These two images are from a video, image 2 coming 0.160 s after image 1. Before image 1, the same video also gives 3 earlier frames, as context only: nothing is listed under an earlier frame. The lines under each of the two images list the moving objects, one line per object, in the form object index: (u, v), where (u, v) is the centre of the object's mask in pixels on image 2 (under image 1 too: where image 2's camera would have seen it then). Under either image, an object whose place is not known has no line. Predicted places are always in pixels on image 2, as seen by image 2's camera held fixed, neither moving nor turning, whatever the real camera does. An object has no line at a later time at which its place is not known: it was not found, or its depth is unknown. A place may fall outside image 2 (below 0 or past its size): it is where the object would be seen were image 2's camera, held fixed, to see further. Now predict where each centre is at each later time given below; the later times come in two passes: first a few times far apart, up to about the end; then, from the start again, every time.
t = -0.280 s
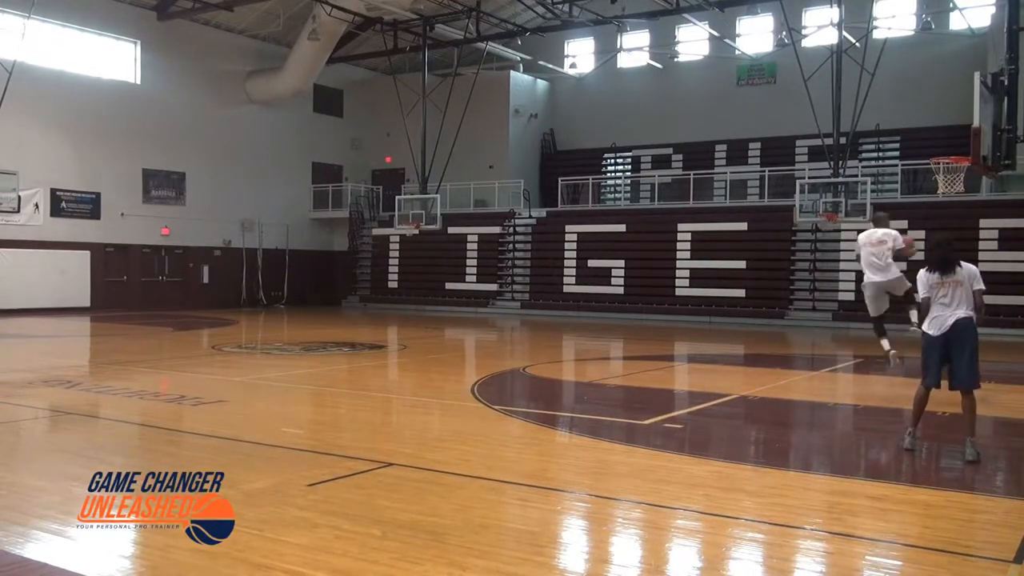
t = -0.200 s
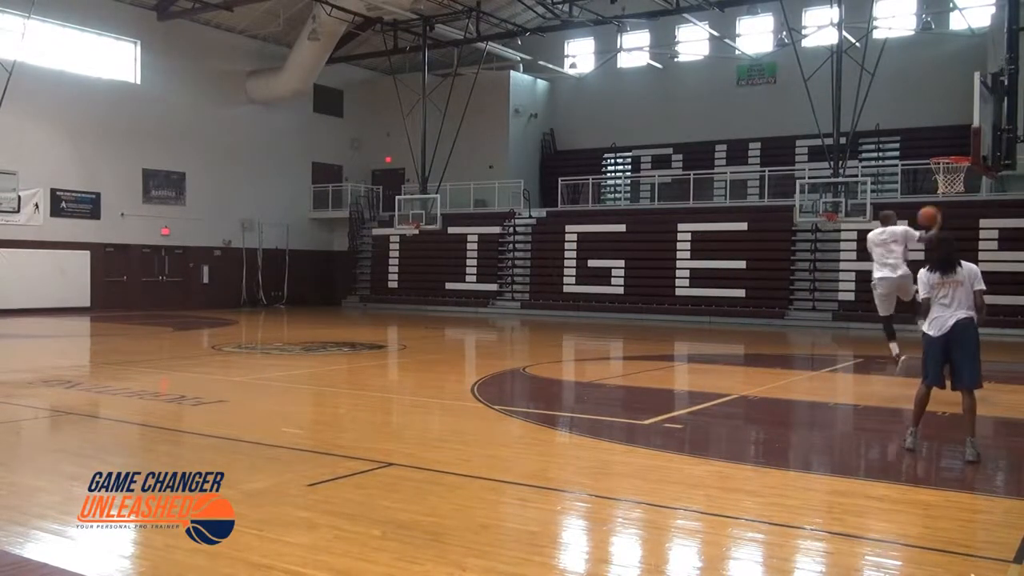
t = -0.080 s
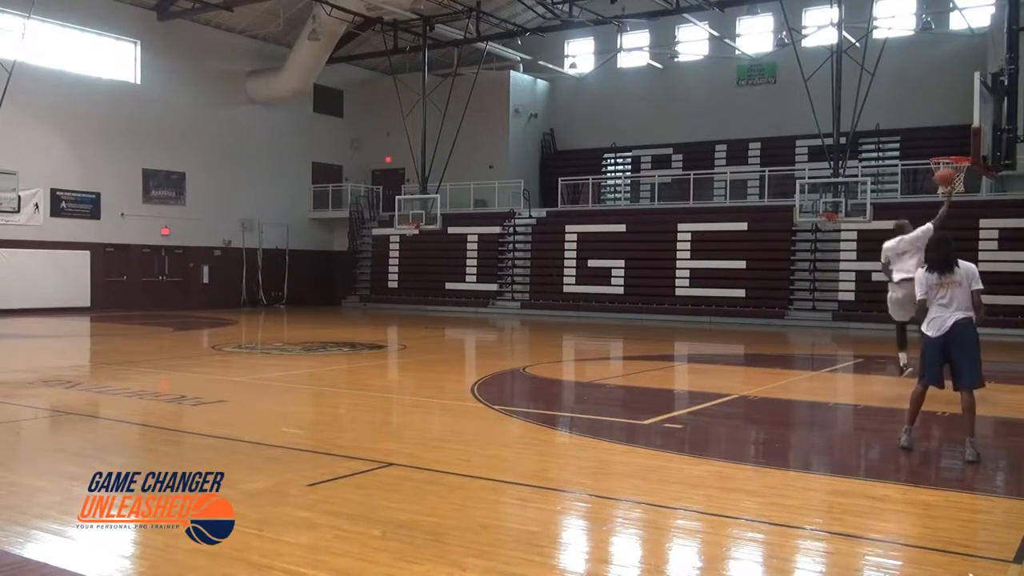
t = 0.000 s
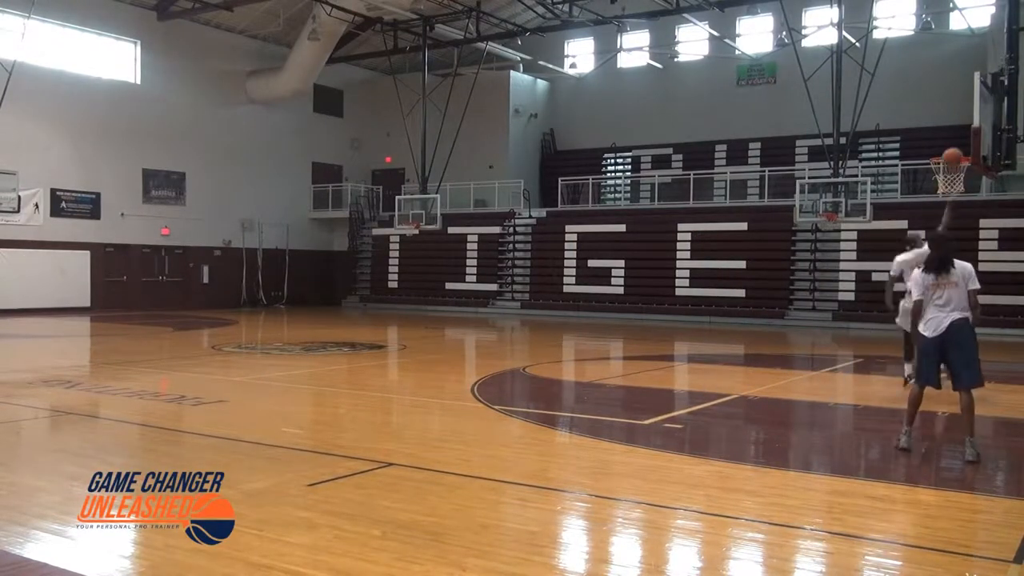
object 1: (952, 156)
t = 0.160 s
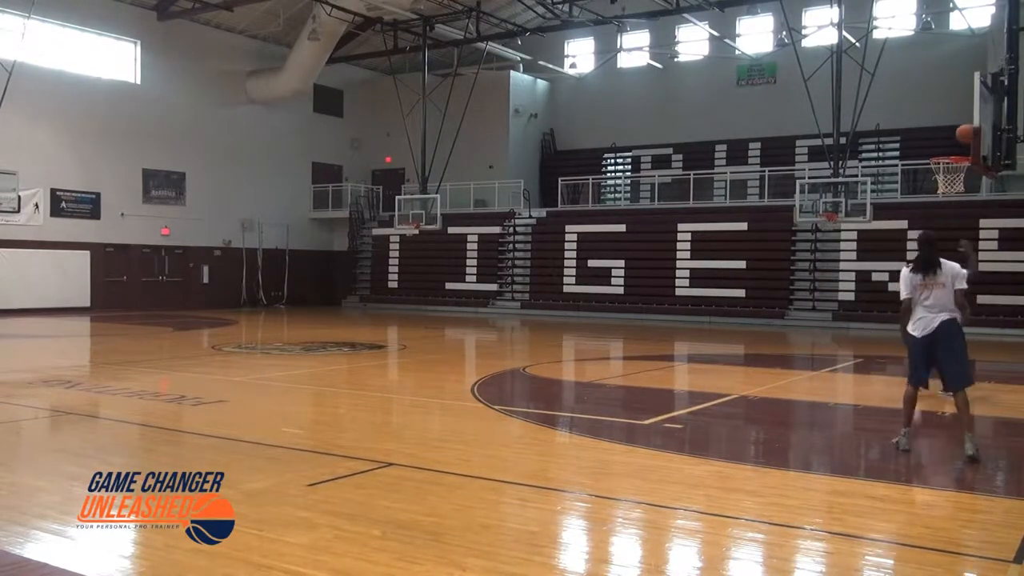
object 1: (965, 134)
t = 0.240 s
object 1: (967, 129)
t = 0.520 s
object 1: (958, 144)
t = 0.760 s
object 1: (950, 136)
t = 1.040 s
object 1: (941, 154)
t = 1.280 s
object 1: (963, 185)
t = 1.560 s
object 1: (958, 211)
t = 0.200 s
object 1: (966, 131)
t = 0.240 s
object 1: (967, 129)
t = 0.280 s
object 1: (966, 128)
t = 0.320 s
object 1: (966, 128)
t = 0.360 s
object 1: (964, 128)
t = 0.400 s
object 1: (963, 130)
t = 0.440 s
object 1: (962, 134)
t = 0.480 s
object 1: (960, 138)
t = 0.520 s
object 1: (958, 144)
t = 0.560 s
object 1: (957, 149)
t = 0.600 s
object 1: (956, 148)
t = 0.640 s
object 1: (954, 144)
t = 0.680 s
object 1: (952, 141)
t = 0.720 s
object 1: (951, 138)
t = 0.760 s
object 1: (950, 136)
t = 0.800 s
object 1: (949, 136)
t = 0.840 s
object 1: (947, 137)
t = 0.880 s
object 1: (945, 139)
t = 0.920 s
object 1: (944, 142)
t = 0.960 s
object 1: (942, 146)
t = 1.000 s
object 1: (941, 151)
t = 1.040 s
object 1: (941, 154)
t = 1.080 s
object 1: (944, 158)
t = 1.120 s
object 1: (945, 160)
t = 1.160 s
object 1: (947, 166)
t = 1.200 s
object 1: (955, 173)
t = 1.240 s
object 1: (957, 180)
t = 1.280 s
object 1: (963, 185)
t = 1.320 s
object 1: (963, 186)
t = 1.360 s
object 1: (963, 187)
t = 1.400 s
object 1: (962, 190)
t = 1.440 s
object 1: (959, 193)
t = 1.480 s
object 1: (959, 197)
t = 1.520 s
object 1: (959, 203)
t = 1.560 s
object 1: (958, 211)
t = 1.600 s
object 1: (957, 219)
